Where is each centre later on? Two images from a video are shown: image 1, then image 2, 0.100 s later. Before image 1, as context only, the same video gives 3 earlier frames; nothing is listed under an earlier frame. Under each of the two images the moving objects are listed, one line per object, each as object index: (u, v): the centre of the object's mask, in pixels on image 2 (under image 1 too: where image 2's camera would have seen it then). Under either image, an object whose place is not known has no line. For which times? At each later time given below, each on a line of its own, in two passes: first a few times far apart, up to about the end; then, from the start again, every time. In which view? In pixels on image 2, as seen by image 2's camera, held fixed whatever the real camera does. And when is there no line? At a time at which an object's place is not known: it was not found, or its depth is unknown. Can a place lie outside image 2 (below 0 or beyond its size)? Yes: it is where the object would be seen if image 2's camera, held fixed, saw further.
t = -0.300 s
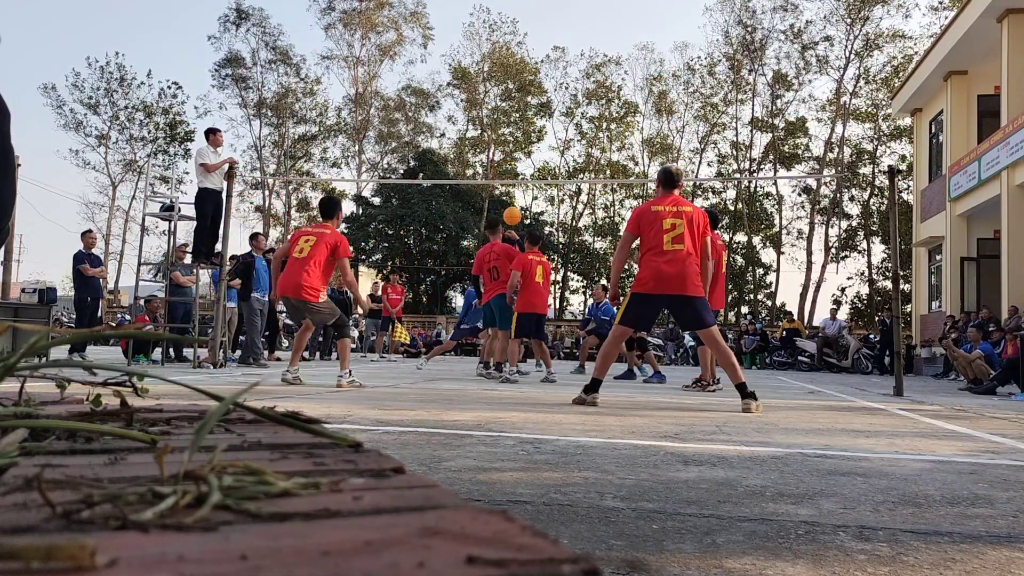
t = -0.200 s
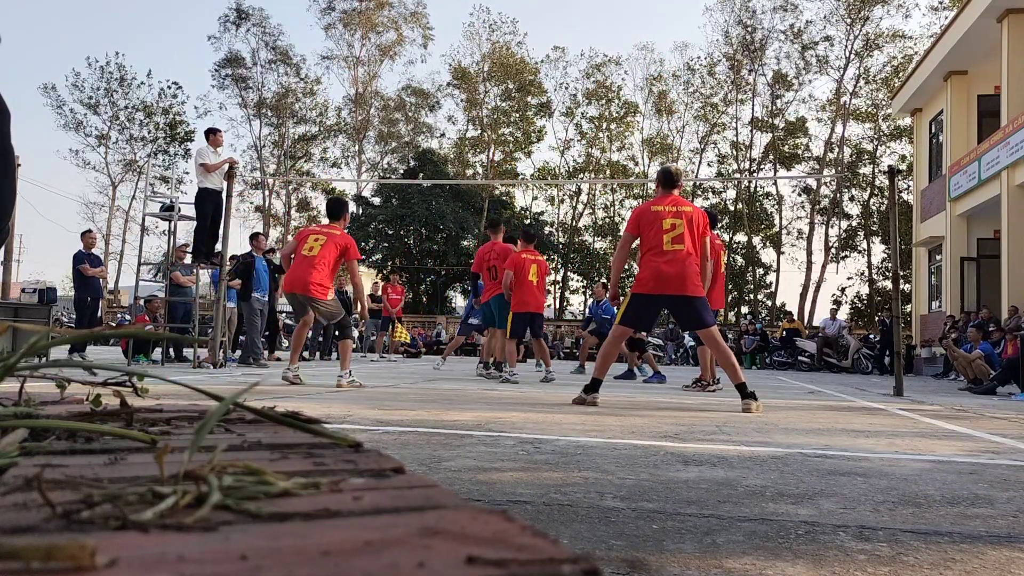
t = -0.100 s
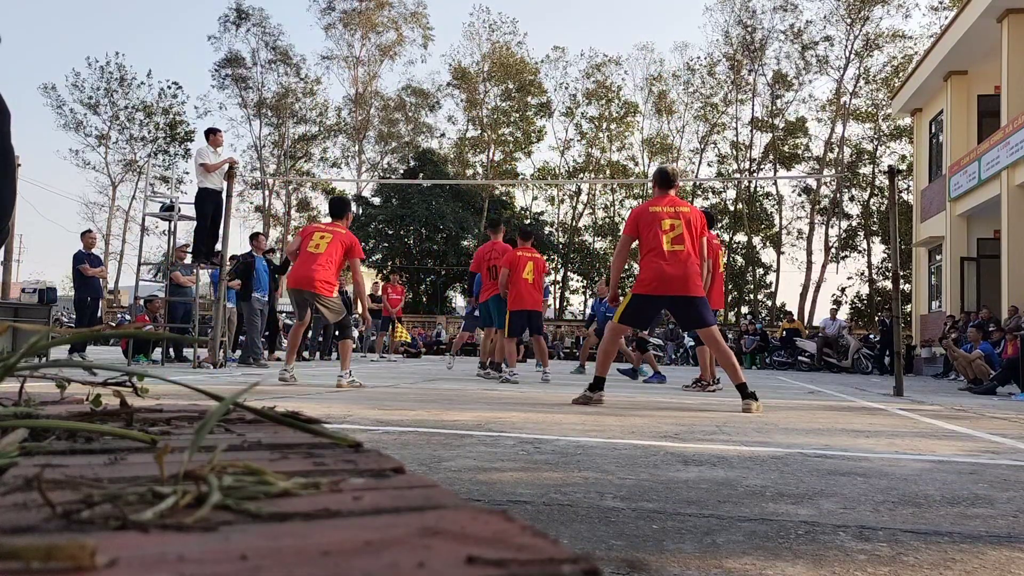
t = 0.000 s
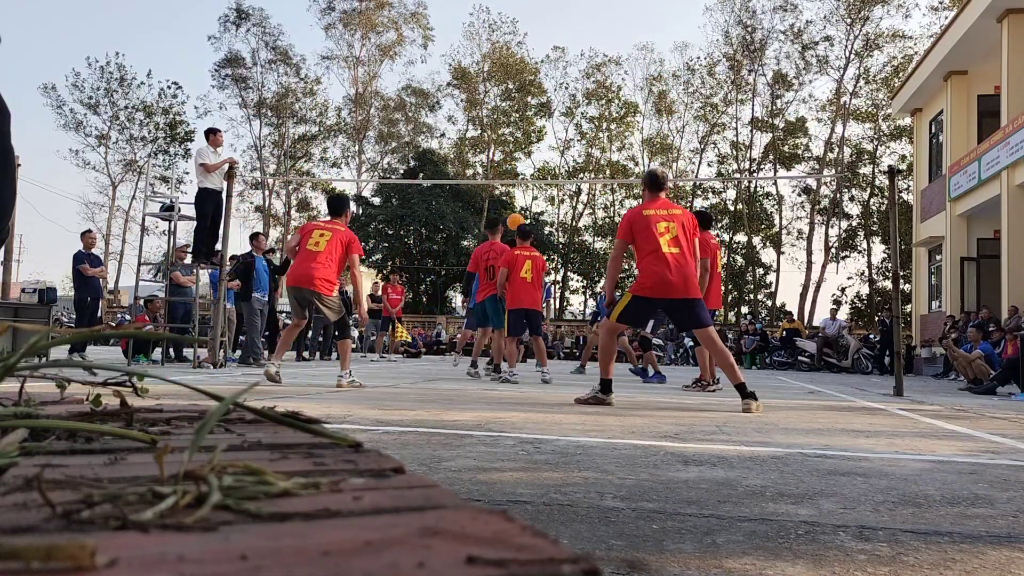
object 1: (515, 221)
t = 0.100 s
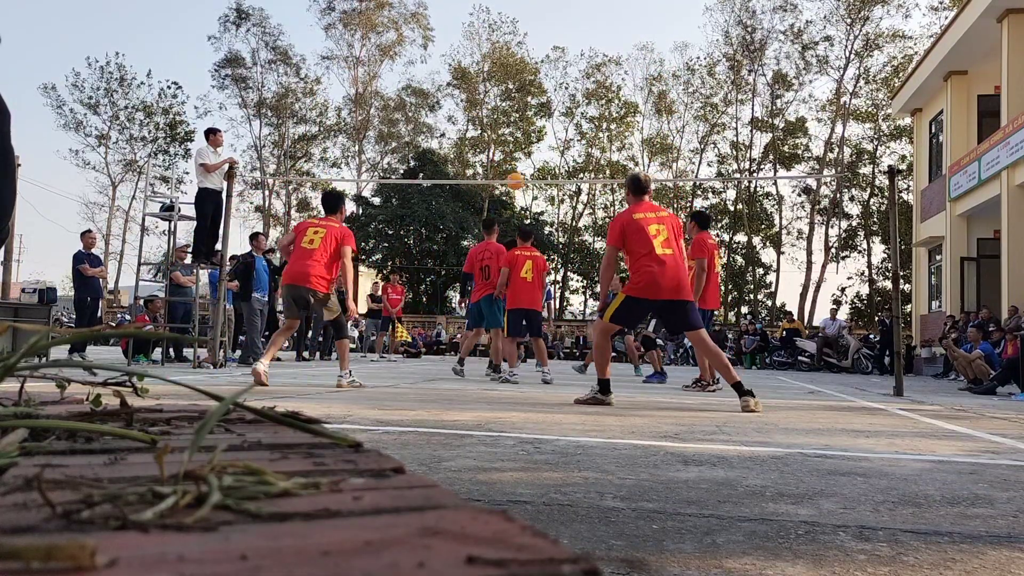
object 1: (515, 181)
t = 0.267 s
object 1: (516, 130)
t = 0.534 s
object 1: (515, 88)
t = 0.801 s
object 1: (515, 99)
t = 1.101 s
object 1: (513, 174)
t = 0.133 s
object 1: (515, 170)
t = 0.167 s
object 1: (515, 158)
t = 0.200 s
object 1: (515, 148)
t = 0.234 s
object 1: (515, 138)
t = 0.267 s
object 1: (516, 130)
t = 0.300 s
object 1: (516, 122)
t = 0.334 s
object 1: (516, 115)
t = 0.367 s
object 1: (515, 108)
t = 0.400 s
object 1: (516, 103)
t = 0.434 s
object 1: (516, 98)
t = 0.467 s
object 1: (516, 94)
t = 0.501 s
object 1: (516, 91)
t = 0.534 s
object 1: (515, 88)
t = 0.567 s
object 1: (515, 87)
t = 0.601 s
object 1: (515, 86)
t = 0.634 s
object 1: (515, 86)
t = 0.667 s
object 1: (515, 87)
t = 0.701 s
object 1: (515, 89)
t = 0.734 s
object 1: (515, 91)
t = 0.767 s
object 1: (515, 94)
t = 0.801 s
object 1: (515, 99)
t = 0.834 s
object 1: (515, 103)
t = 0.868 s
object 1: (514, 110)
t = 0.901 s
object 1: (514, 117)
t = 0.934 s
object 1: (514, 124)
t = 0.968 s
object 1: (514, 133)
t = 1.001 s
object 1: (513, 142)
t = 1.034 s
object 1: (513, 153)
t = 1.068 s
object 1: (513, 164)
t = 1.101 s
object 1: (513, 174)
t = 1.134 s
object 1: (513, 190)
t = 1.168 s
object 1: (513, 203)
